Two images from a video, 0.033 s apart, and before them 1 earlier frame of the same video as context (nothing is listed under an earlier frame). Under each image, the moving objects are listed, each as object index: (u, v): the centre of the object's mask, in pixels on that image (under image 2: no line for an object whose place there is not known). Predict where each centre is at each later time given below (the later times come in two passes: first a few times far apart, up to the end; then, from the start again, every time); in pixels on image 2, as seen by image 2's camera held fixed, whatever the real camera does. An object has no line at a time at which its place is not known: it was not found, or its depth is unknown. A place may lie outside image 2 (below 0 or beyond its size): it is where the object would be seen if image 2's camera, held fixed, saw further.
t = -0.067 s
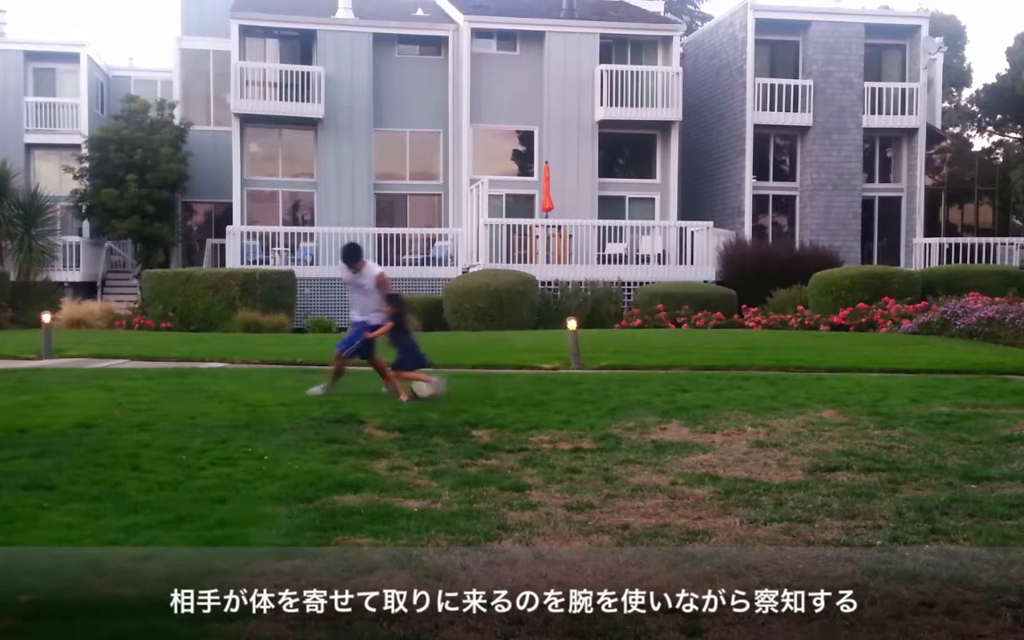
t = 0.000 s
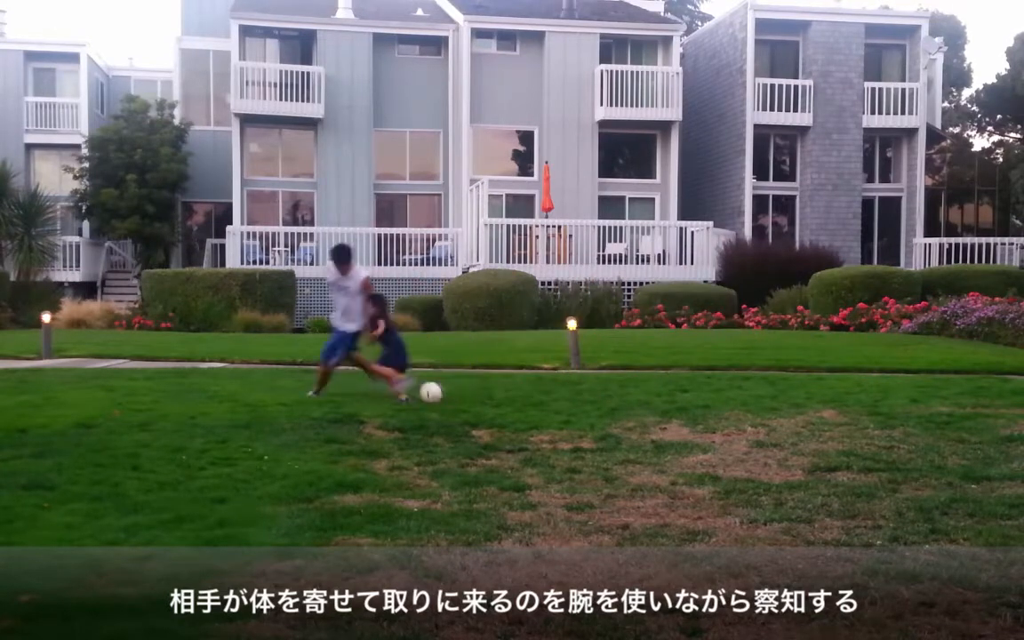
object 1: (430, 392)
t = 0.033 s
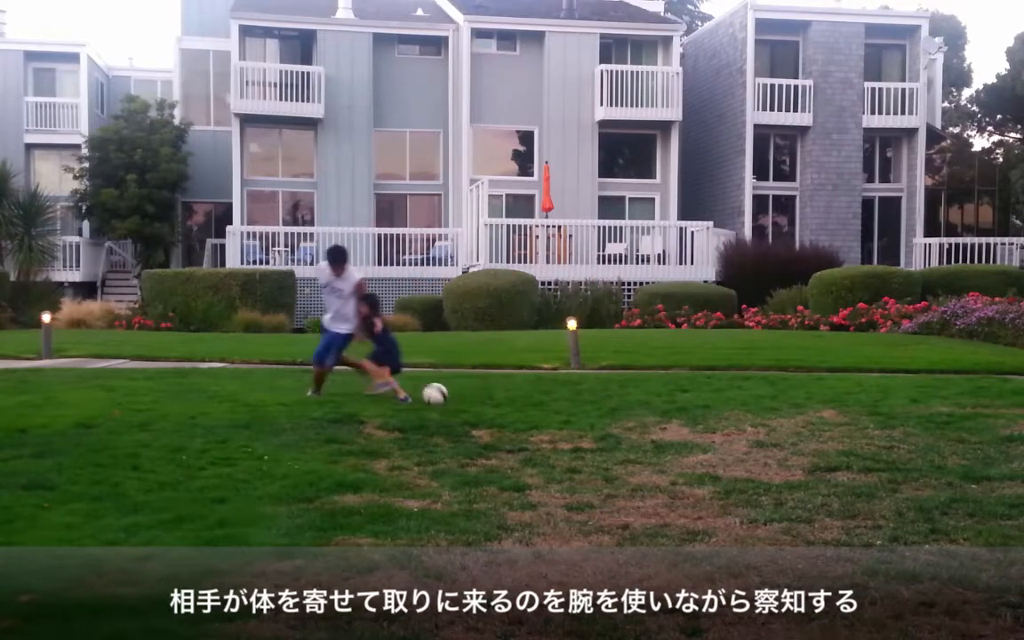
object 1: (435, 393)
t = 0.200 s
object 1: (447, 397)
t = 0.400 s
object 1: (460, 409)
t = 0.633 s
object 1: (477, 420)
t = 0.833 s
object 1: (487, 427)
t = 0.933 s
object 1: (491, 431)
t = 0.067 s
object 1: (438, 395)
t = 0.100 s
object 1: (441, 395)
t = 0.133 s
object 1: (444, 397)
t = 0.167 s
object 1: (445, 397)
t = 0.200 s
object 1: (447, 397)
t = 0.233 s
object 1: (450, 398)
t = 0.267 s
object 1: (451, 400)
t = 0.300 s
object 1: (454, 402)
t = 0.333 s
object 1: (456, 405)
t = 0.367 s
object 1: (459, 407)
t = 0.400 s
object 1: (460, 409)
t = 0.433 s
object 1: (462, 409)
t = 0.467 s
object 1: (465, 409)
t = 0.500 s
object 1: (467, 409)
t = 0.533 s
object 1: (469, 410)
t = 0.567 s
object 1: (471, 412)
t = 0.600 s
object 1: (474, 415)
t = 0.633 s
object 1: (477, 420)
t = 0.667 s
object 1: (479, 420)
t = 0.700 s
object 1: (481, 421)
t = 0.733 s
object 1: (482, 422)
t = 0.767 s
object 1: (485, 423)
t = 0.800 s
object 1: (486, 427)
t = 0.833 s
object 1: (487, 427)
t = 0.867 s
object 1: (489, 428)
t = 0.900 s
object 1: (490, 429)
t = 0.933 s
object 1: (491, 431)
